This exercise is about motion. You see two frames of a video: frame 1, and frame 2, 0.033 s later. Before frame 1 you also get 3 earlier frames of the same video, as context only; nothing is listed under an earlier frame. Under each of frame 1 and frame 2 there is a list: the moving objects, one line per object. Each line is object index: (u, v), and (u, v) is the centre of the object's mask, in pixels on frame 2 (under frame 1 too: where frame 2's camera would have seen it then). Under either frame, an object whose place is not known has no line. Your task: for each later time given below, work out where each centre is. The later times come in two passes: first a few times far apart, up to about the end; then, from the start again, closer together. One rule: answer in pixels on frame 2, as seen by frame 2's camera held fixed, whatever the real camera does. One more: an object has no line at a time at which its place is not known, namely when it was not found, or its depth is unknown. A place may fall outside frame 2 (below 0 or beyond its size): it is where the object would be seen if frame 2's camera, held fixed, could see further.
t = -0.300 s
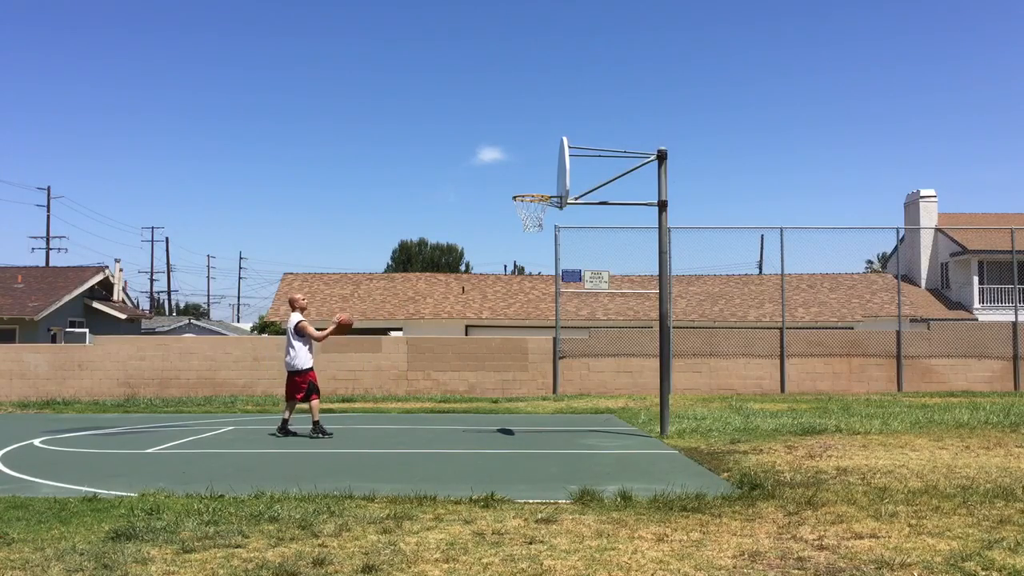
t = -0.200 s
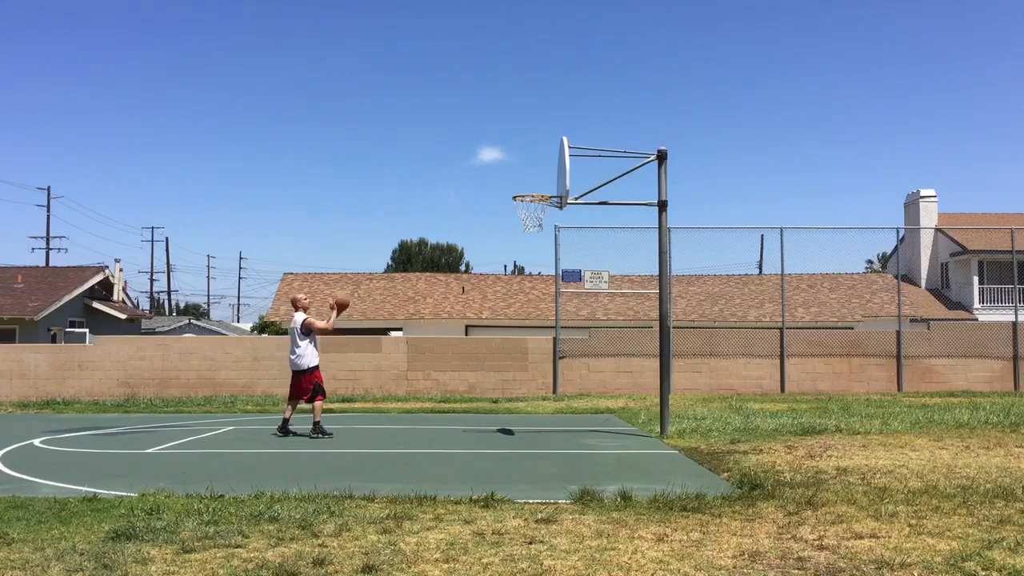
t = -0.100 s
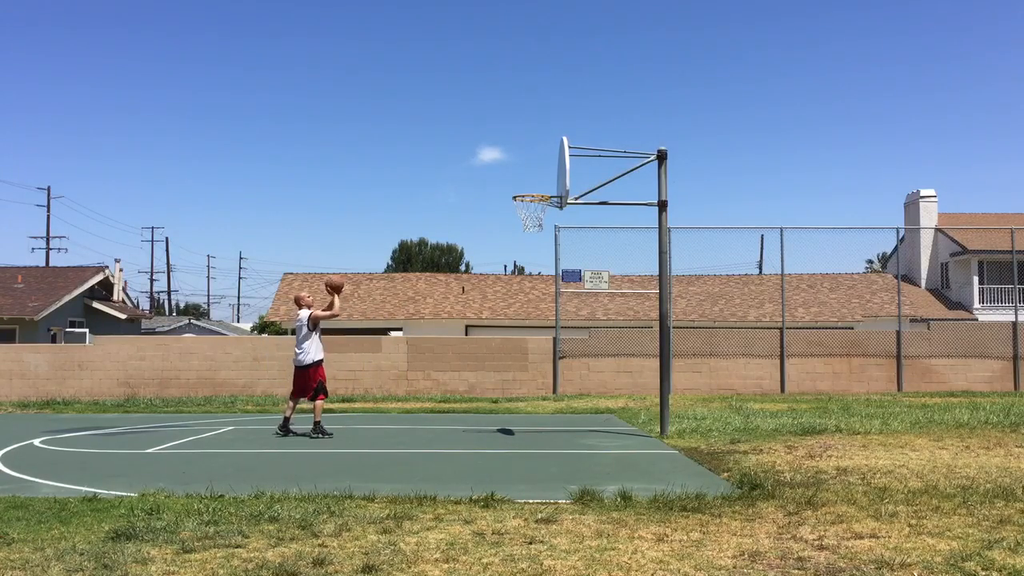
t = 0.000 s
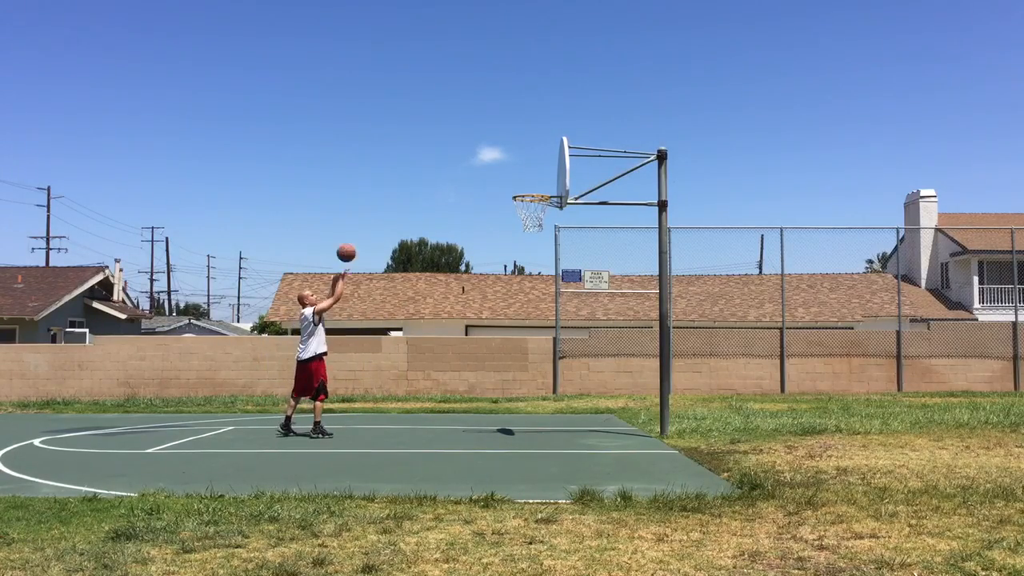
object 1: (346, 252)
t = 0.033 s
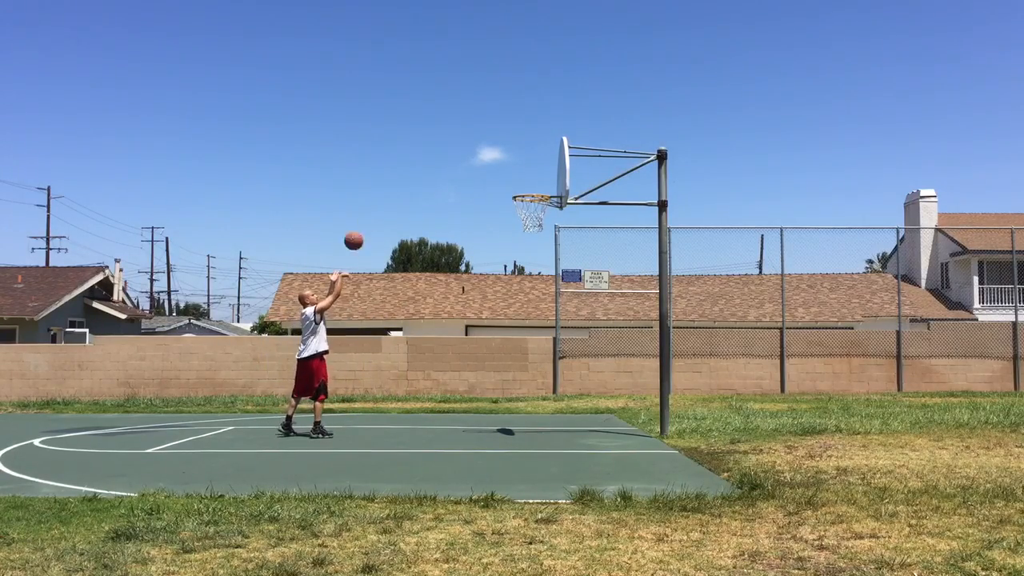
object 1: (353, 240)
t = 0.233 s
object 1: (398, 186)
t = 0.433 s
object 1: (443, 162)
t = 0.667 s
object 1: (494, 171)
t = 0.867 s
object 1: (539, 208)
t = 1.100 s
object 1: (544, 219)
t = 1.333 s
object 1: (539, 261)
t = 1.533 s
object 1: (536, 332)
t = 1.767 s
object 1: (531, 417)
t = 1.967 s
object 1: (517, 361)
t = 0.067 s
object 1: (361, 229)
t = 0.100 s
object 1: (369, 219)
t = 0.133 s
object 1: (376, 210)
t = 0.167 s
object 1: (383, 201)
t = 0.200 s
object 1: (391, 193)
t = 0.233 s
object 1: (398, 186)
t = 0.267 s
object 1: (406, 180)
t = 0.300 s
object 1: (413, 175)
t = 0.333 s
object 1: (421, 170)
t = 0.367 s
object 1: (428, 166)
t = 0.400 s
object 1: (436, 163)
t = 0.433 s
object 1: (443, 162)
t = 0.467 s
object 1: (450, 161)
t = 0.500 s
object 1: (457, 160)
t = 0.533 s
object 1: (465, 161)
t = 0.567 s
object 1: (472, 162)
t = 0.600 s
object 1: (479, 164)
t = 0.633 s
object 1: (487, 167)
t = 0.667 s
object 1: (494, 171)
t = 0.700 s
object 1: (502, 175)
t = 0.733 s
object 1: (509, 181)
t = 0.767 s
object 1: (516, 187)
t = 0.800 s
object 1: (523, 193)
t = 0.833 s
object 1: (531, 200)
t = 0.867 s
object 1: (539, 208)
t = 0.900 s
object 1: (544, 213)
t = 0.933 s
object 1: (547, 214)
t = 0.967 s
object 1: (546, 213)
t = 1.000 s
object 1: (545, 214)
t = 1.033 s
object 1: (545, 214)
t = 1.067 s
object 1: (544, 216)
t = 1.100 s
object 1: (544, 219)
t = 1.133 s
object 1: (543, 223)
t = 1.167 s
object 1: (542, 227)
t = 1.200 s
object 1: (542, 232)
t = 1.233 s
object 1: (541, 238)
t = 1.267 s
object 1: (540, 245)
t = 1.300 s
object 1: (540, 253)
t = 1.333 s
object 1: (539, 261)
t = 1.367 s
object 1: (539, 271)
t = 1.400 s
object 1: (538, 282)
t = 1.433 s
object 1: (538, 293)
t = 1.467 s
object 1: (537, 305)
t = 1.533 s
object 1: (536, 332)
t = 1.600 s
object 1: (535, 362)
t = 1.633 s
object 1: (535, 379)
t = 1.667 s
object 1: (535, 396)
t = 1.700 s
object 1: (534, 415)
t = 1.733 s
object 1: (534, 429)
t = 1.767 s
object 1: (531, 417)
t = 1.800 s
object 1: (529, 405)
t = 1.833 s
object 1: (526, 395)
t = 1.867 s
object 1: (524, 385)
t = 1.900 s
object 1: (522, 376)
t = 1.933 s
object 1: (520, 368)
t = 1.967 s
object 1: (517, 361)
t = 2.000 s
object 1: (515, 355)
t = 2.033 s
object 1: (513, 349)
